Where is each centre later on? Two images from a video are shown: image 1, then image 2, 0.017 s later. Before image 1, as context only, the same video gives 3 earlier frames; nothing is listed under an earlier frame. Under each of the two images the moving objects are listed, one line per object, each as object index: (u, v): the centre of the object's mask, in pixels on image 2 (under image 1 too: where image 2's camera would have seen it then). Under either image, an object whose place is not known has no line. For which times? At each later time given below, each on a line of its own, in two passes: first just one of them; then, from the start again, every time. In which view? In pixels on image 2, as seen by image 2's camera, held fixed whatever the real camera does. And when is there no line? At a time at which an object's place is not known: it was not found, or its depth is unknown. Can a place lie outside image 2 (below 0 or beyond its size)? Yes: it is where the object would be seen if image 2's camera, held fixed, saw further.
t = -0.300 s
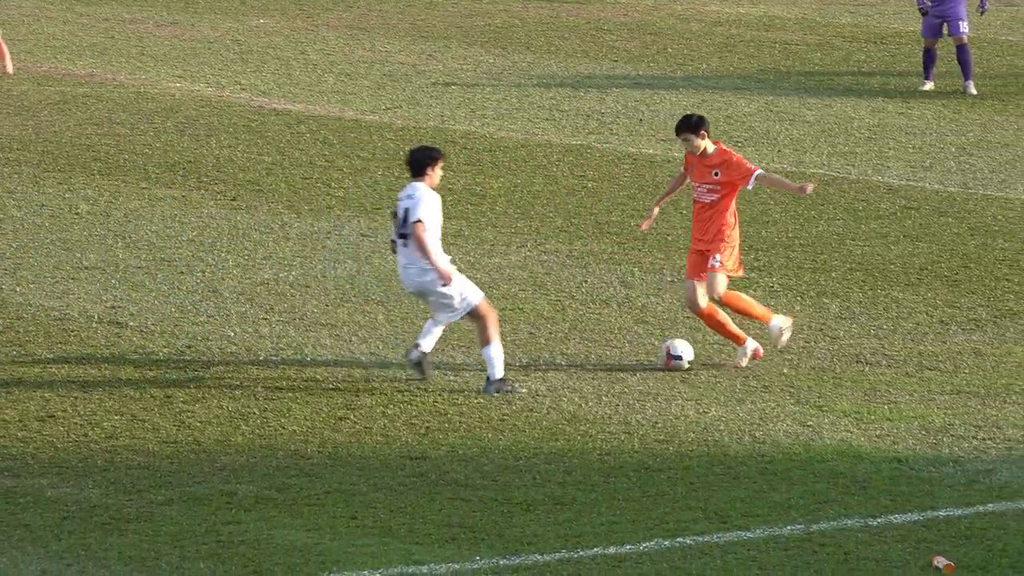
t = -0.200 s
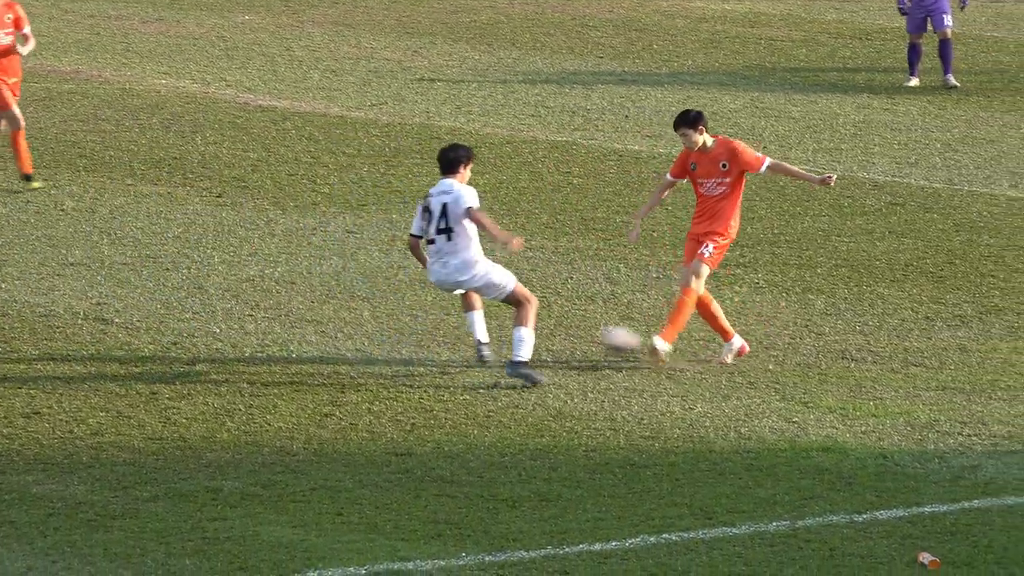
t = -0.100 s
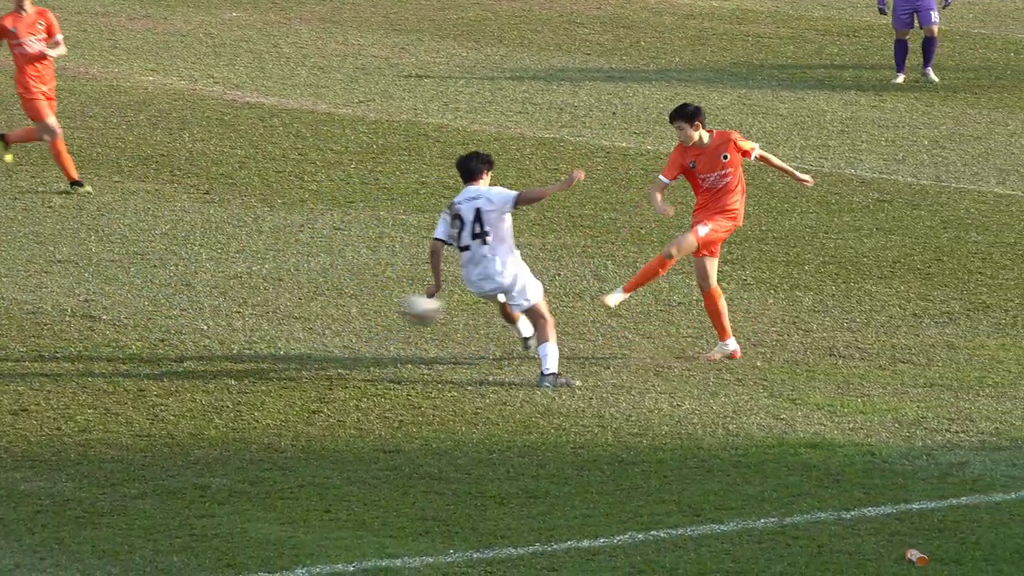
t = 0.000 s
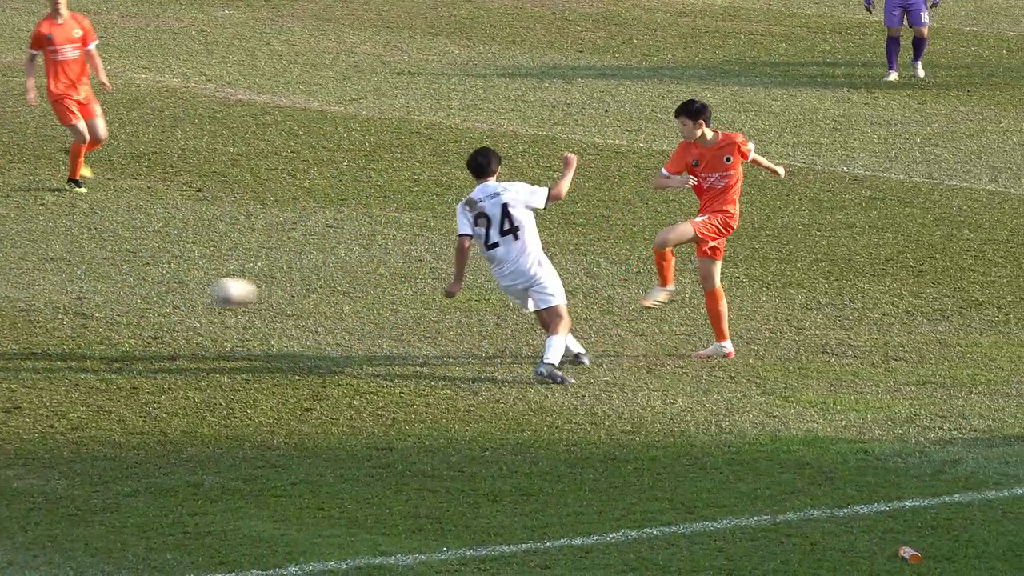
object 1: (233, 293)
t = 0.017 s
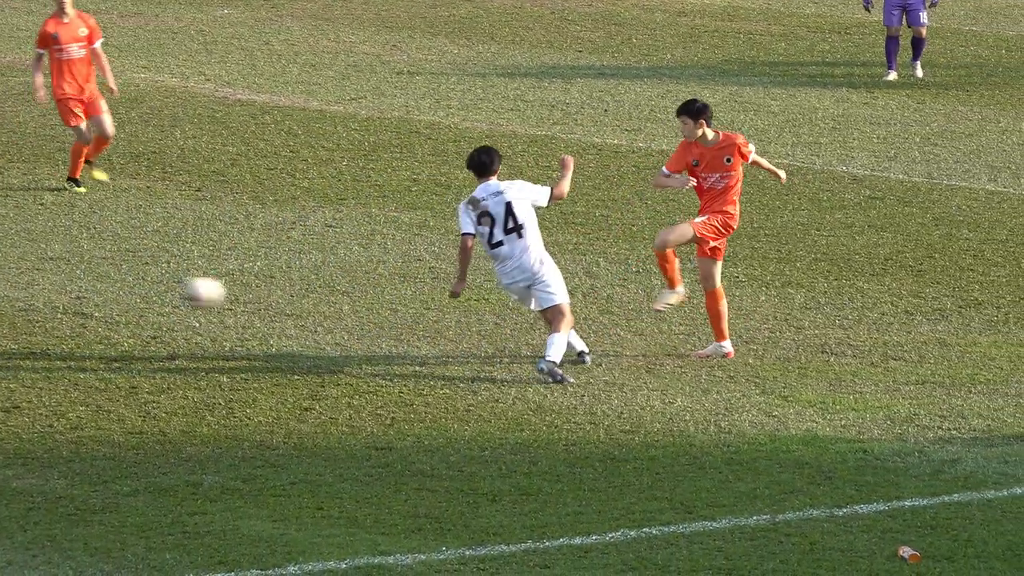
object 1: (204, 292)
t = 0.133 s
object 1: (8, 296)
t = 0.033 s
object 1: (174, 291)
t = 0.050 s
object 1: (143, 292)
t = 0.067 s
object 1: (113, 293)
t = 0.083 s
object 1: (85, 293)
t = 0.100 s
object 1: (56, 294)
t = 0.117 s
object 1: (25, 295)
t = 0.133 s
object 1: (8, 296)
